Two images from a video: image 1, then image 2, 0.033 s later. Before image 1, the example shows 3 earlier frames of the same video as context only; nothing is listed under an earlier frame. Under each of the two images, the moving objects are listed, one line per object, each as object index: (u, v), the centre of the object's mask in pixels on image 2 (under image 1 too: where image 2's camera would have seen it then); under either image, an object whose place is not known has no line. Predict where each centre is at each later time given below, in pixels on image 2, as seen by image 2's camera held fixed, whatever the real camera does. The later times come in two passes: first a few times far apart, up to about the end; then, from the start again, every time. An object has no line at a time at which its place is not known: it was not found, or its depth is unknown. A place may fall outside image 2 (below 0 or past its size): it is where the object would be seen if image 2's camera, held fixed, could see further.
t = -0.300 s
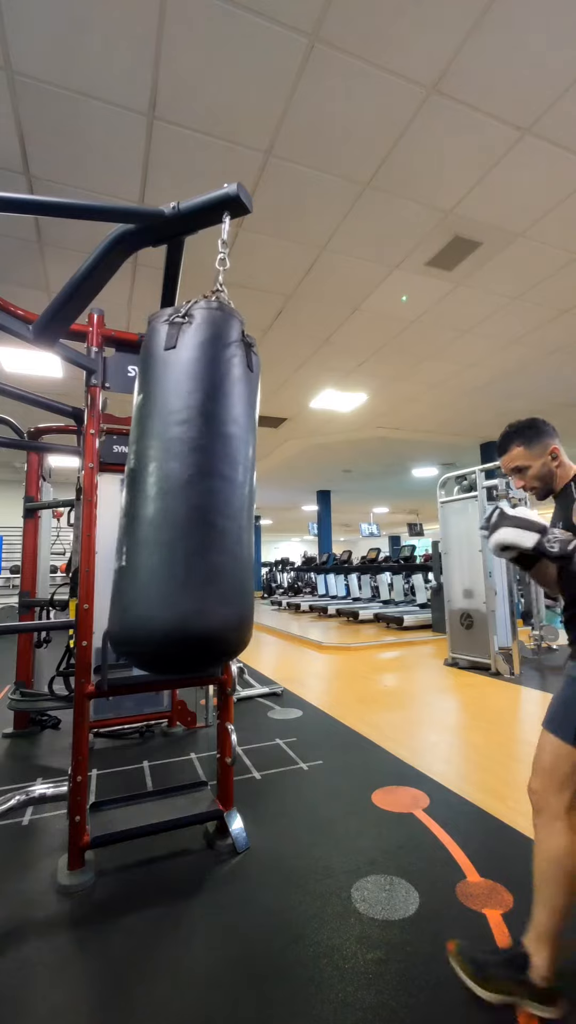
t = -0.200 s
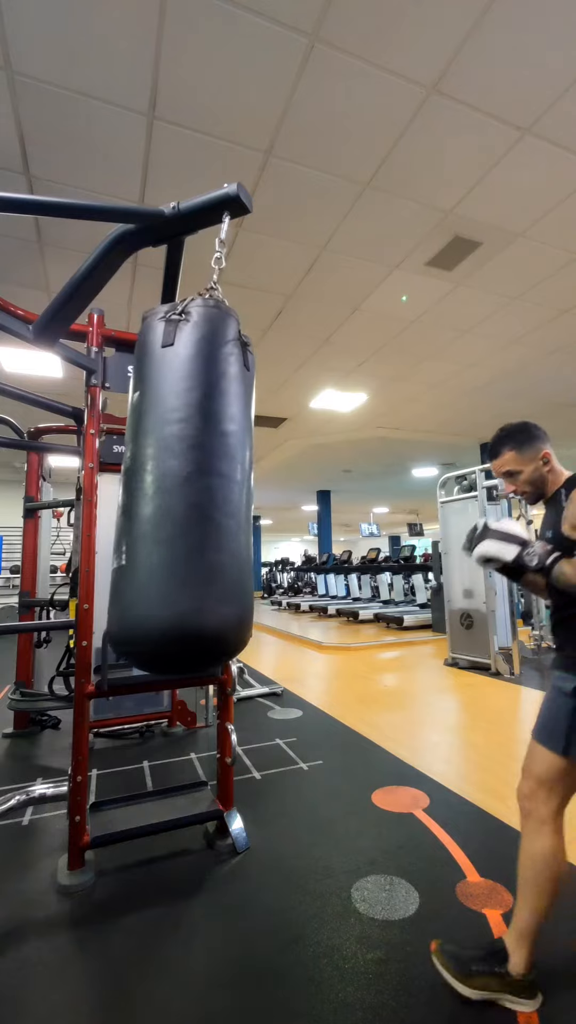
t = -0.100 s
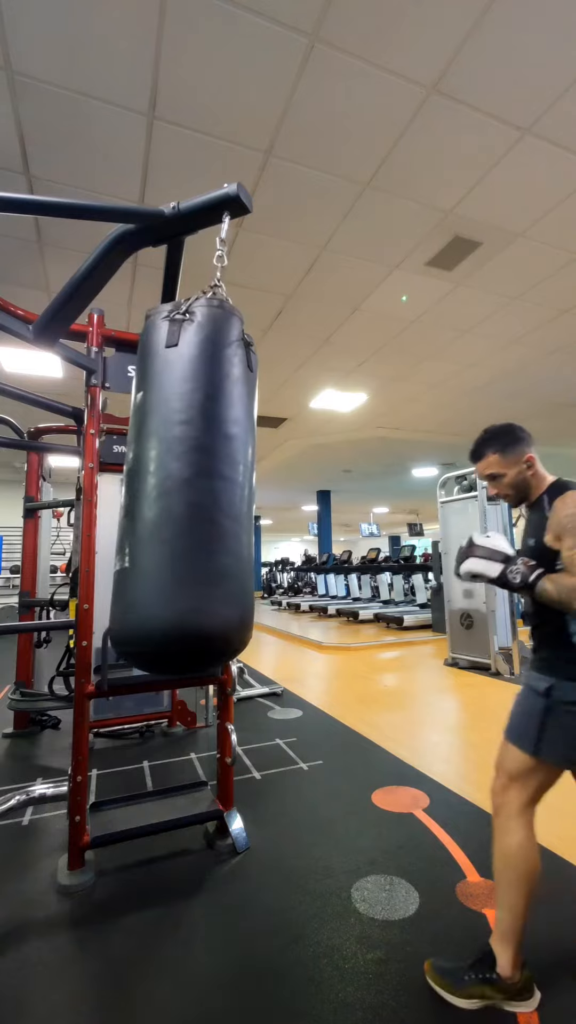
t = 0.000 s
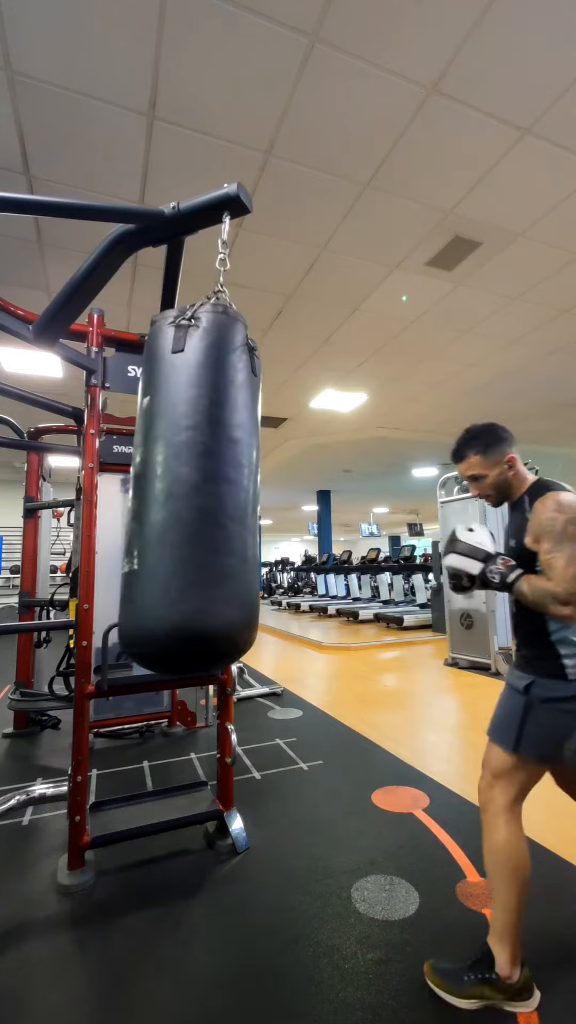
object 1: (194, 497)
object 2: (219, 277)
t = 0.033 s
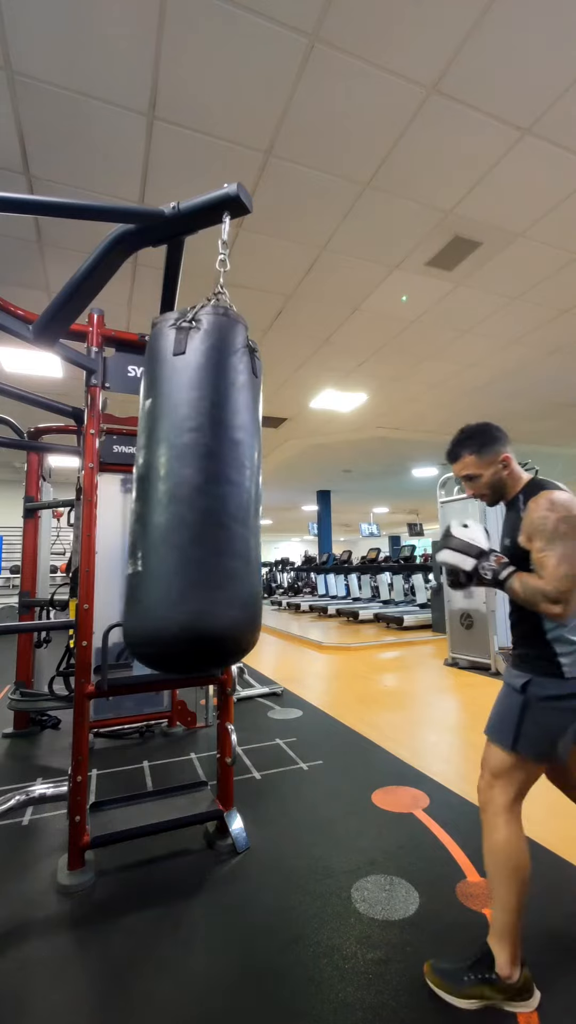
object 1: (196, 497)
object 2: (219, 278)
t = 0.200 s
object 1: (212, 497)
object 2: (217, 285)
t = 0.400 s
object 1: (232, 498)
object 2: (226, 293)
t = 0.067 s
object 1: (199, 497)
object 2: (219, 279)
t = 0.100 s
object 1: (202, 497)
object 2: (219, 281)
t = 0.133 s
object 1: (205, 497)
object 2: (218, 283)
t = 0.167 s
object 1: (209, 497)
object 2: (218, 283)
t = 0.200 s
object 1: (212, 497)
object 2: (217, 285)
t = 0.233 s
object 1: (215, 498)
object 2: (217, 287)
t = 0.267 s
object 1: (219, 499)
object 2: (219, 289)
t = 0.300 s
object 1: (222, 499)
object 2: (221, 290)
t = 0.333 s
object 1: (226, 499)
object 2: (223, 291)
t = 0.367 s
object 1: (229, 499)
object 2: (224, 293)
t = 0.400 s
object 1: (232, 498)
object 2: (226, 293)
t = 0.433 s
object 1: (236, 497)
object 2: (226, 294)
